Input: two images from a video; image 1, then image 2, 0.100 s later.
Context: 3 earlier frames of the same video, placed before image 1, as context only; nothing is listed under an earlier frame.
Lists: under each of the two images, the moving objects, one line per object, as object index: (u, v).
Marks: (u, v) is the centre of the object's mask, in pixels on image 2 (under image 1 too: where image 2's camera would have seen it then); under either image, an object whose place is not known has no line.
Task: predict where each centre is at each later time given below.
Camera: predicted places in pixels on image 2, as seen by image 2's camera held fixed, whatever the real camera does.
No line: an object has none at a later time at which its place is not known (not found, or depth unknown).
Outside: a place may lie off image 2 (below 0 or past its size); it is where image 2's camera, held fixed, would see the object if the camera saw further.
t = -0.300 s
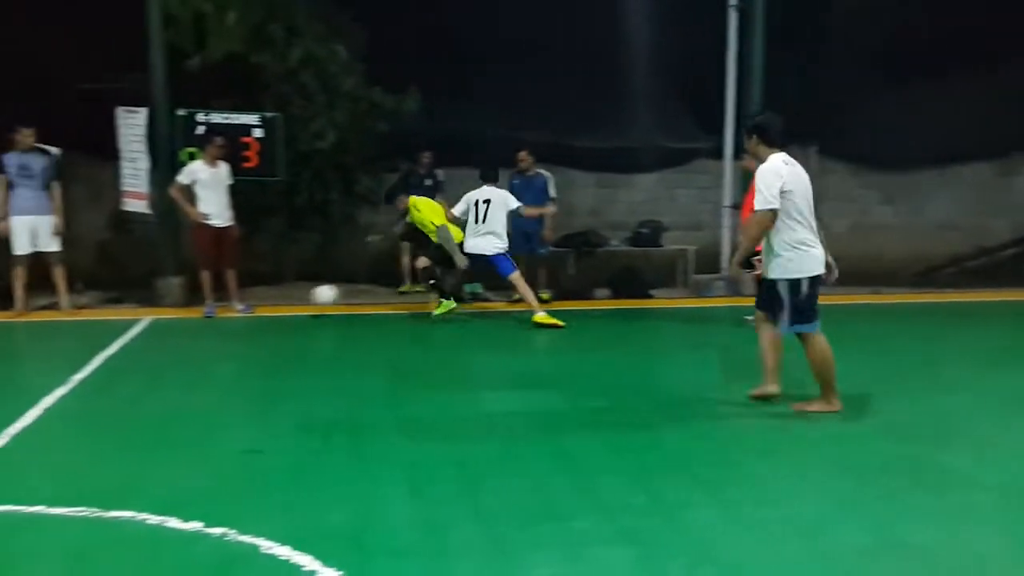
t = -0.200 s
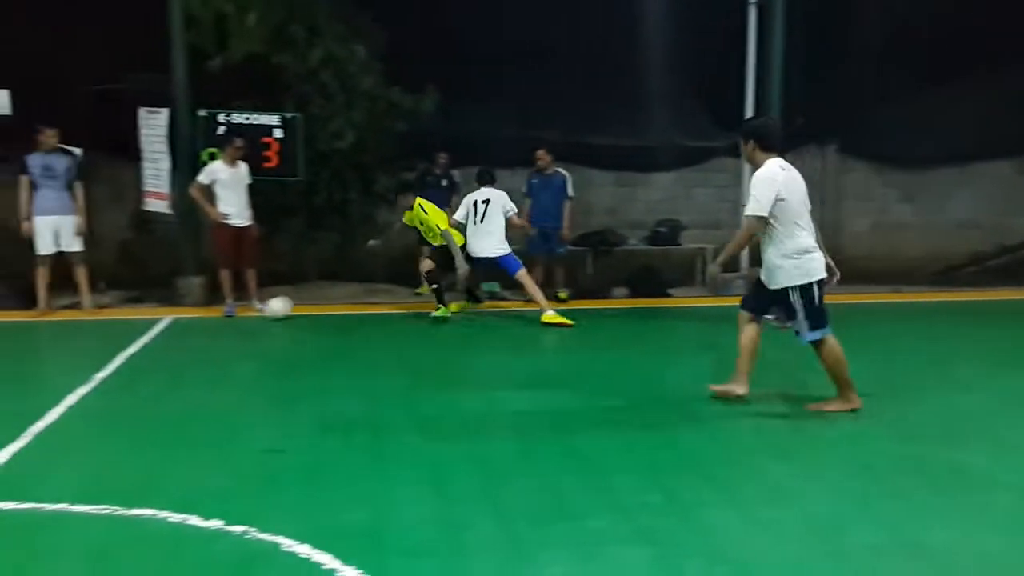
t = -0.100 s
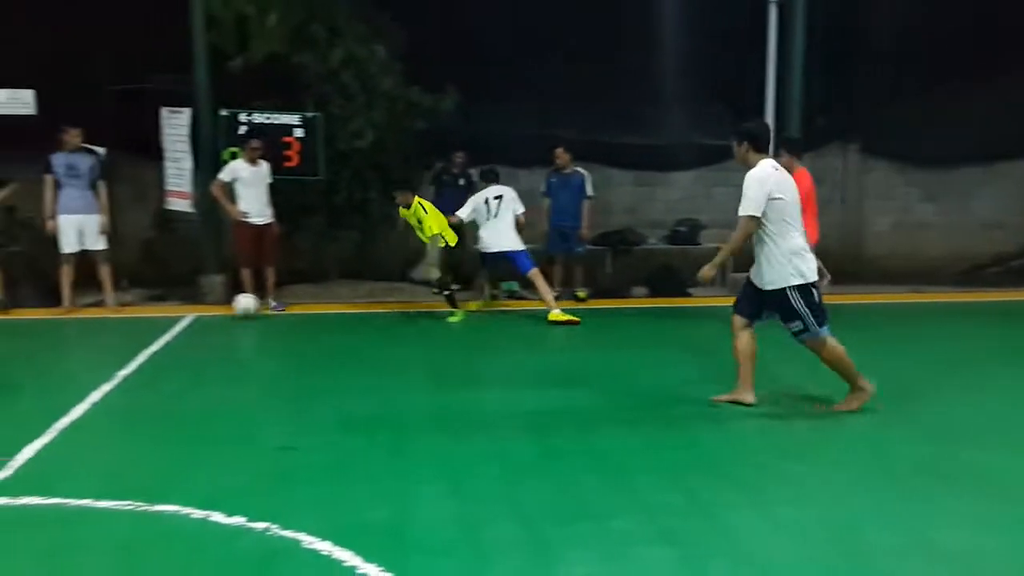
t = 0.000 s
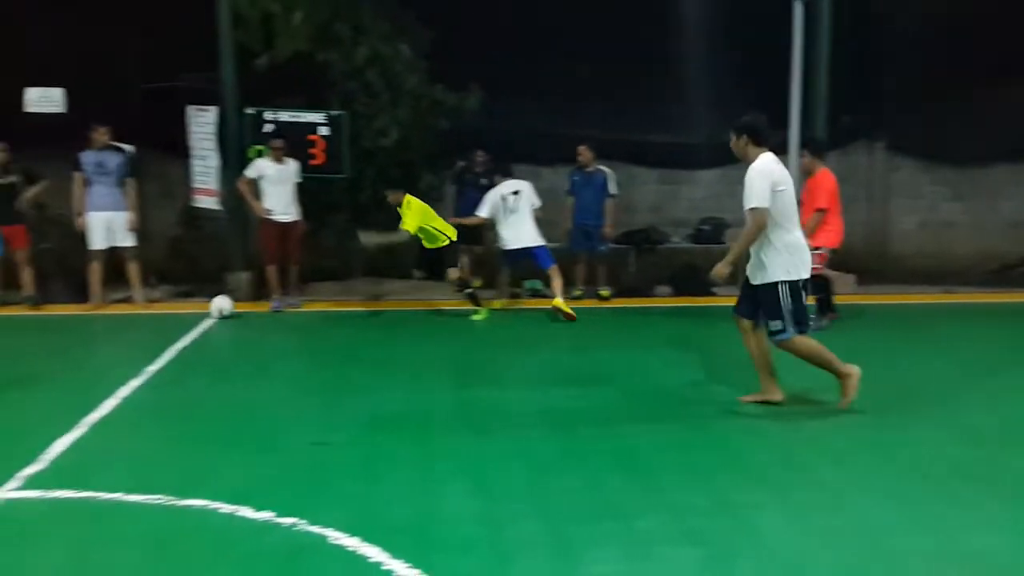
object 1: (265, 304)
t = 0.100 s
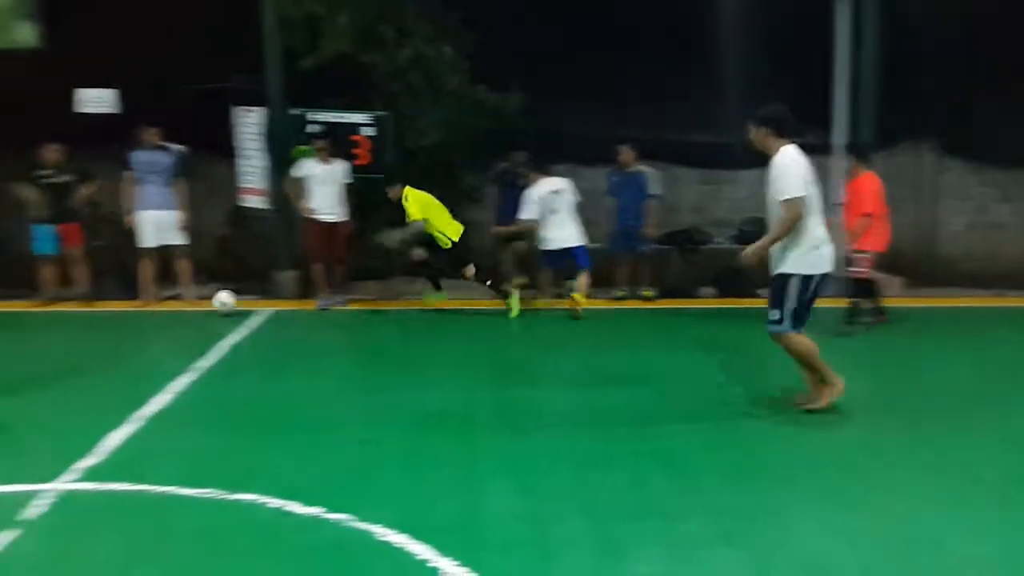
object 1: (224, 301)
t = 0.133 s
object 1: (211, 301)
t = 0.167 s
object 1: (198, 303)
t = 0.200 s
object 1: (182, 305)
